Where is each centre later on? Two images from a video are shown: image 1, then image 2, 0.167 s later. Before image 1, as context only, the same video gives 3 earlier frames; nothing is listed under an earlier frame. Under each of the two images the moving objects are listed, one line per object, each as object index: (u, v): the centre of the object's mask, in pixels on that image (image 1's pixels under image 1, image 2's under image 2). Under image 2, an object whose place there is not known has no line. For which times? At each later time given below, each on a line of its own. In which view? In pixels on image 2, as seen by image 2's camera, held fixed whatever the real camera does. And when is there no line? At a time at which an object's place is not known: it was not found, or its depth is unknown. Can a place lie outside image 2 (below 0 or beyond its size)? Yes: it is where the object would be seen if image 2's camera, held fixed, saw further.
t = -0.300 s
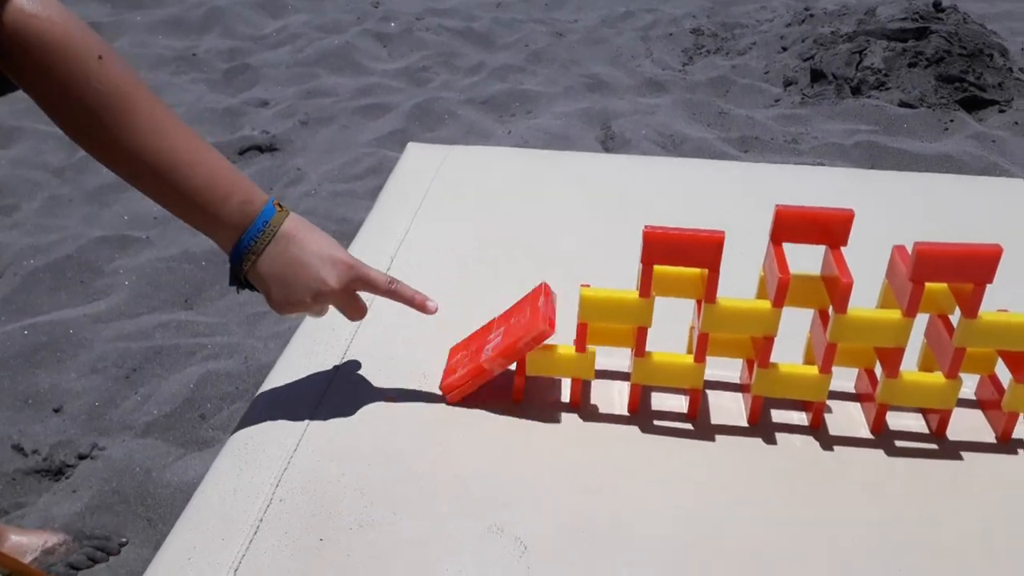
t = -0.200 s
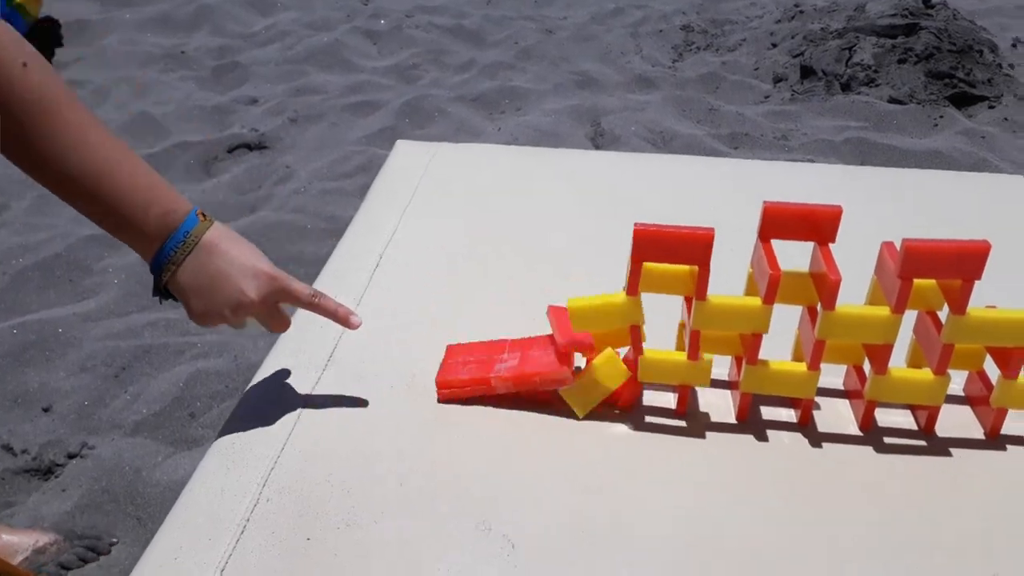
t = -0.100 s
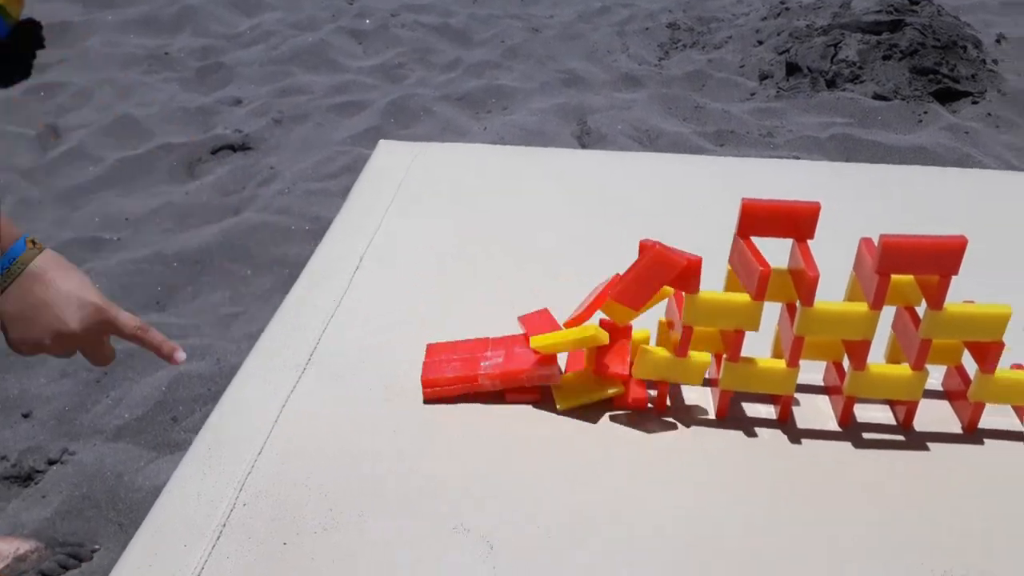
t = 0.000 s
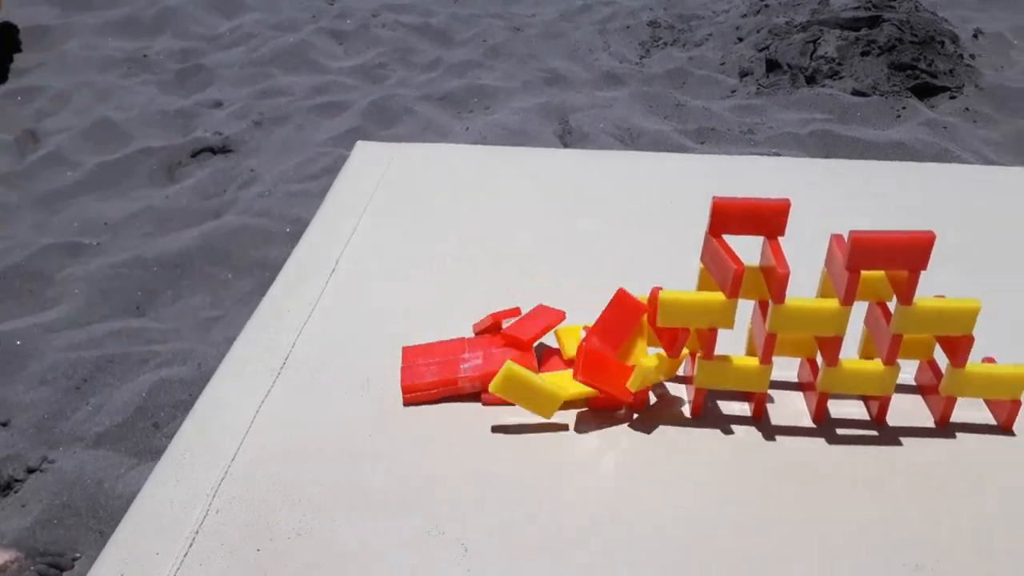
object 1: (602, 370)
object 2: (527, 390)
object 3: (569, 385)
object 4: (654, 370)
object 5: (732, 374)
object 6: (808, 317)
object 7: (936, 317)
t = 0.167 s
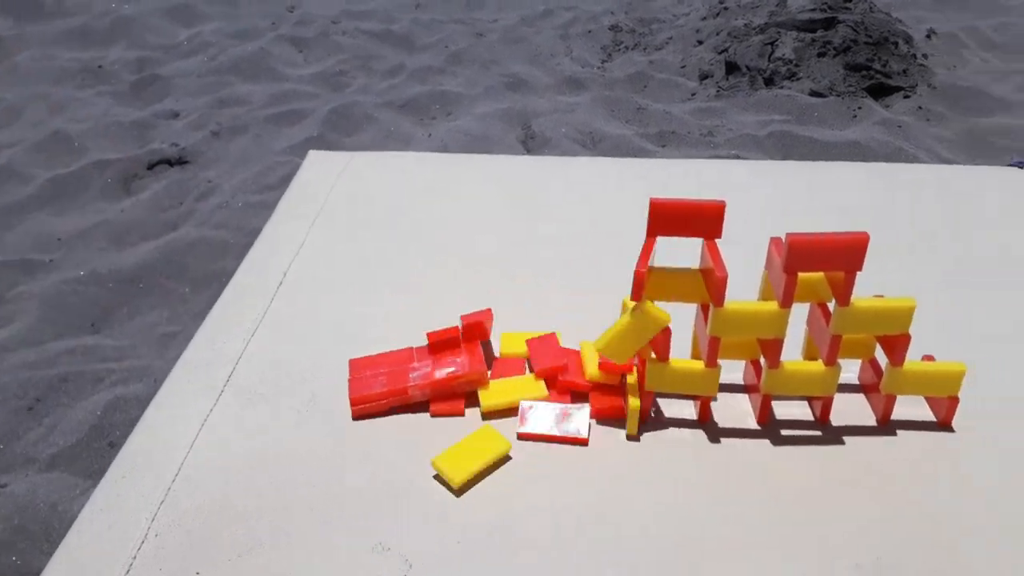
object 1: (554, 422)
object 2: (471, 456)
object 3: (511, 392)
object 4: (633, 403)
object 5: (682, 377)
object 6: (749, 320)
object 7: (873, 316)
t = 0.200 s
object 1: (553, 422)
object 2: (471, 463)
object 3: (511, 392)
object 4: (632, 413)
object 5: (681, 377)
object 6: (748, 319)
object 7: (873, 316)
